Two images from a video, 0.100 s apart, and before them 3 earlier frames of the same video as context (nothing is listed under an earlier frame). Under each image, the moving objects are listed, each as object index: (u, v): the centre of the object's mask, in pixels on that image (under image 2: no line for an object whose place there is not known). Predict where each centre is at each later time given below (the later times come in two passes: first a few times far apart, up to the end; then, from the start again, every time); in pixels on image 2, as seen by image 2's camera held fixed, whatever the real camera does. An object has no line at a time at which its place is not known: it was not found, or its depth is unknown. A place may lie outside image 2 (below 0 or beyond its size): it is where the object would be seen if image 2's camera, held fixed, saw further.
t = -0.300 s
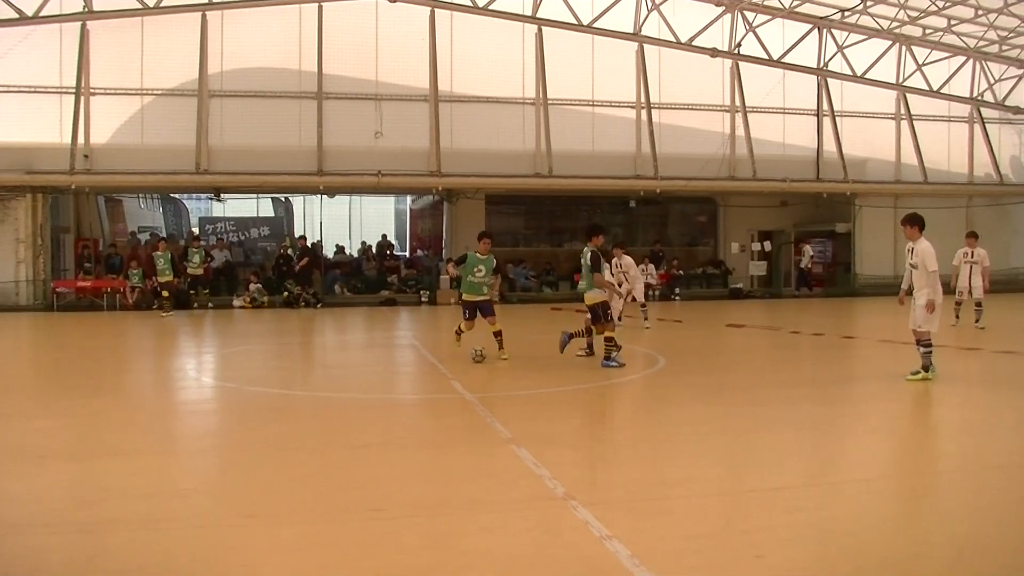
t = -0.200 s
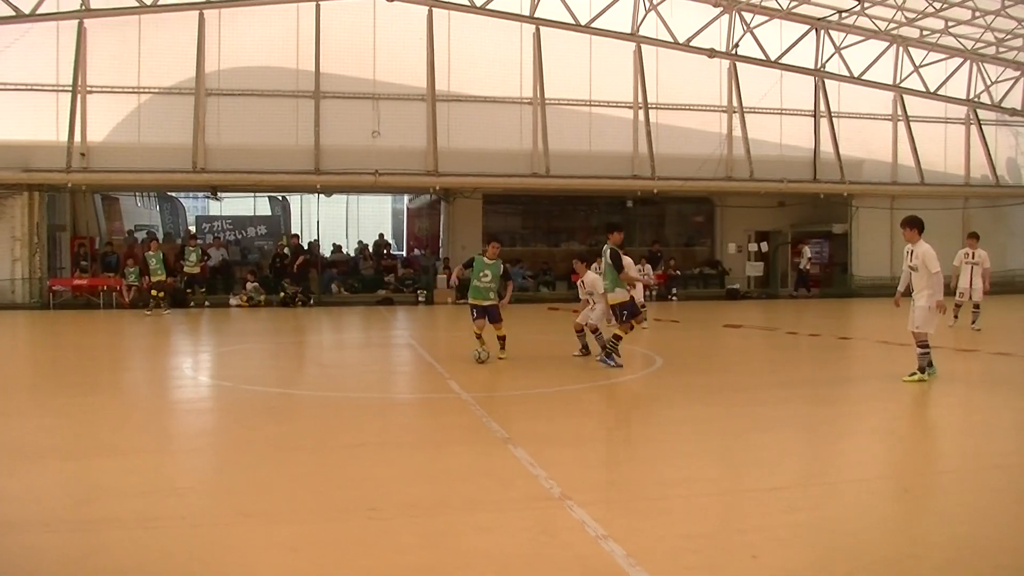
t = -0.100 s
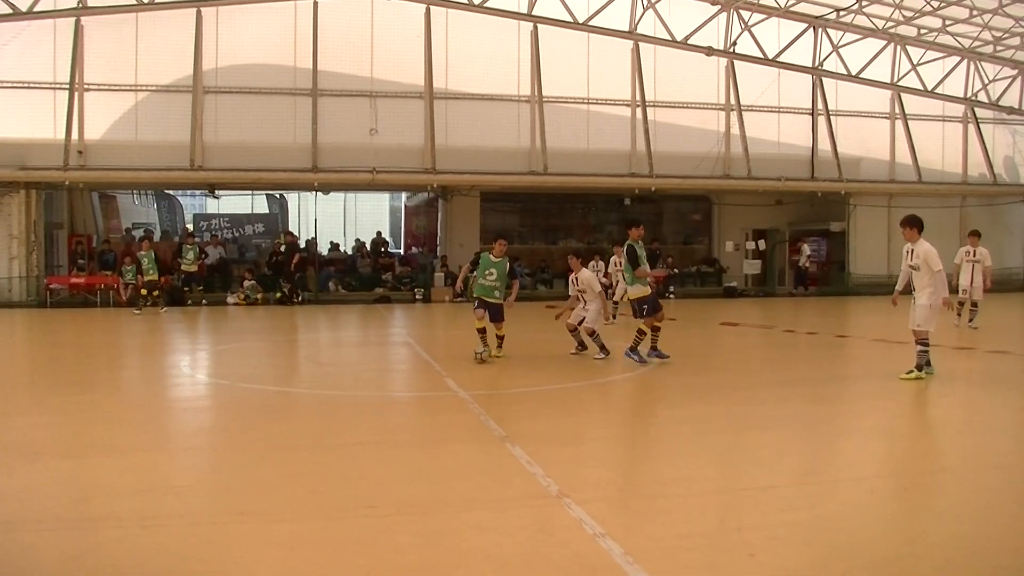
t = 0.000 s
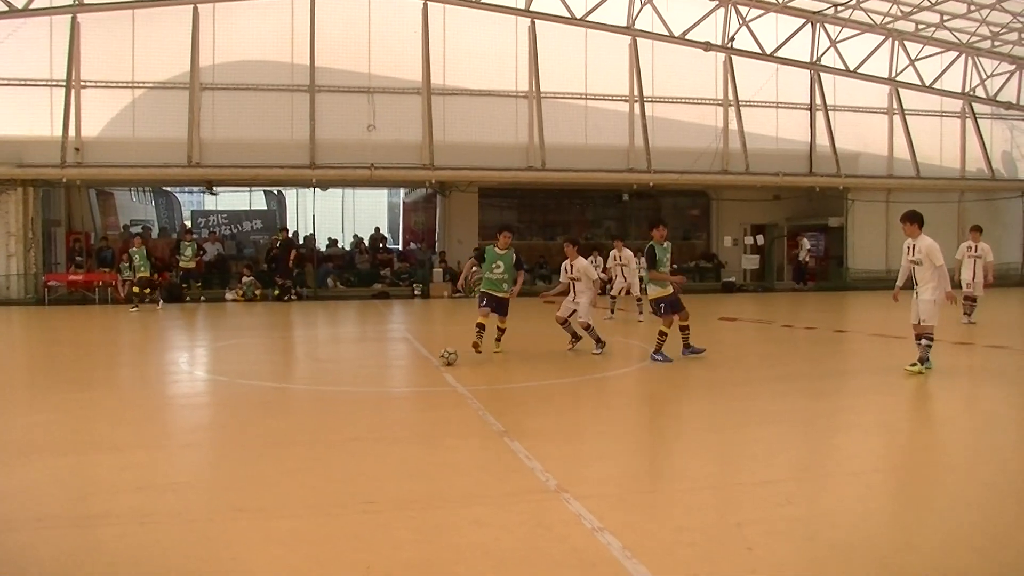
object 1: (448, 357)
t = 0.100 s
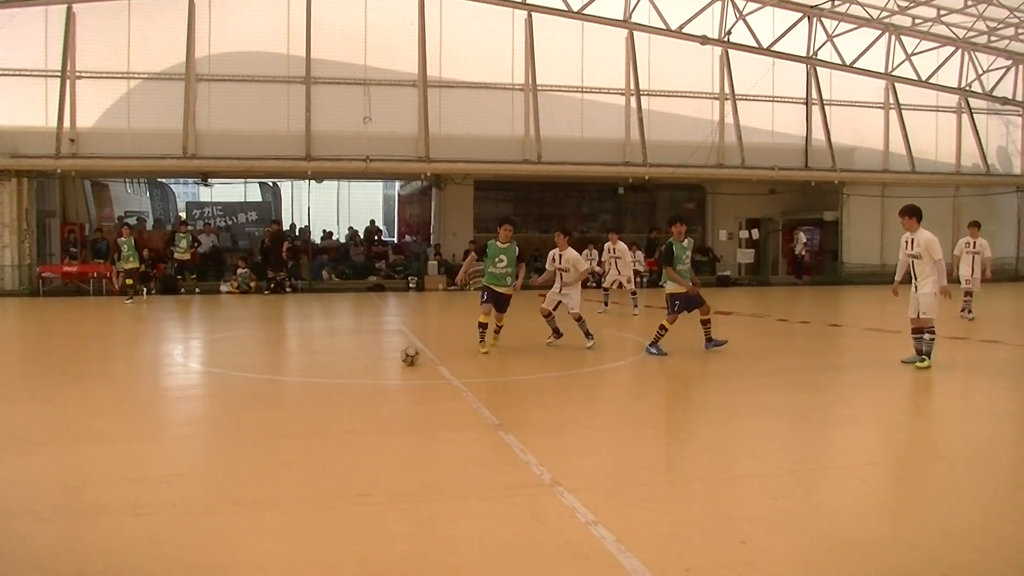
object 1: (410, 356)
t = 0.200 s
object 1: (375, 362)
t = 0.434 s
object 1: (296, 377)
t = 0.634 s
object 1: (229, 390)
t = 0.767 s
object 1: (177, 400)
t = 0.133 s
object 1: (398, 358)
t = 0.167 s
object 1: (387, 360)
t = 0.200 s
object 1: (375, 362)
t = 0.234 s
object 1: (364, 364)
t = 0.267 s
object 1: (353, 367)
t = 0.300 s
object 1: (342, 369)
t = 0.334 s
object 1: (330, 371)
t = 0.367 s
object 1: (319, 373)
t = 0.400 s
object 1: (308, 375)
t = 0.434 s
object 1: (296, 377)
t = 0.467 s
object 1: (286, 379)
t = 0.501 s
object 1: (275, 383)
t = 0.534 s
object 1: (264, 383)
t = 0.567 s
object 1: (252, 386)
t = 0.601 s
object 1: (240, 388)
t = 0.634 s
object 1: (229, 390)
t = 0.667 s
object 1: (216, 393)
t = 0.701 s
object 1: (203, 395)
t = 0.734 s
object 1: (190, 398)
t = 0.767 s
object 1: (177, 400)
